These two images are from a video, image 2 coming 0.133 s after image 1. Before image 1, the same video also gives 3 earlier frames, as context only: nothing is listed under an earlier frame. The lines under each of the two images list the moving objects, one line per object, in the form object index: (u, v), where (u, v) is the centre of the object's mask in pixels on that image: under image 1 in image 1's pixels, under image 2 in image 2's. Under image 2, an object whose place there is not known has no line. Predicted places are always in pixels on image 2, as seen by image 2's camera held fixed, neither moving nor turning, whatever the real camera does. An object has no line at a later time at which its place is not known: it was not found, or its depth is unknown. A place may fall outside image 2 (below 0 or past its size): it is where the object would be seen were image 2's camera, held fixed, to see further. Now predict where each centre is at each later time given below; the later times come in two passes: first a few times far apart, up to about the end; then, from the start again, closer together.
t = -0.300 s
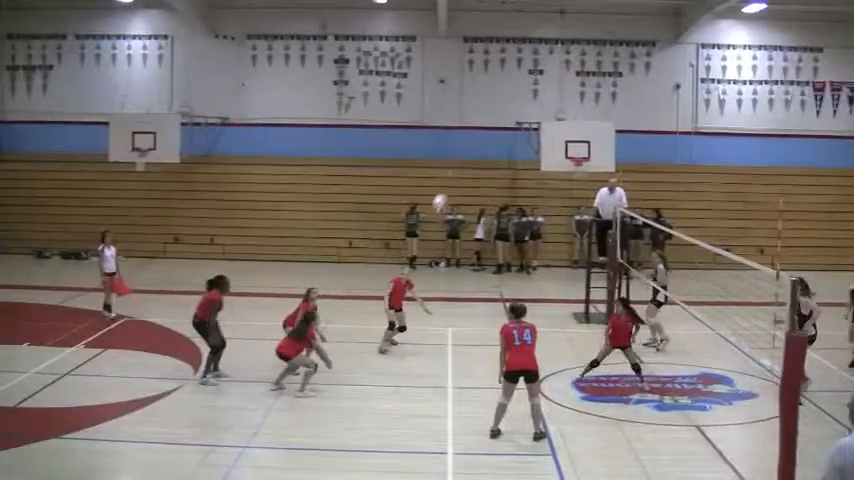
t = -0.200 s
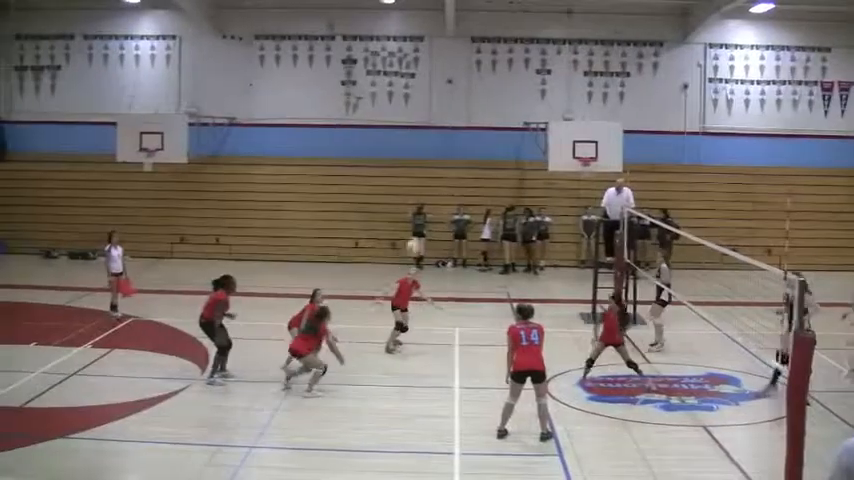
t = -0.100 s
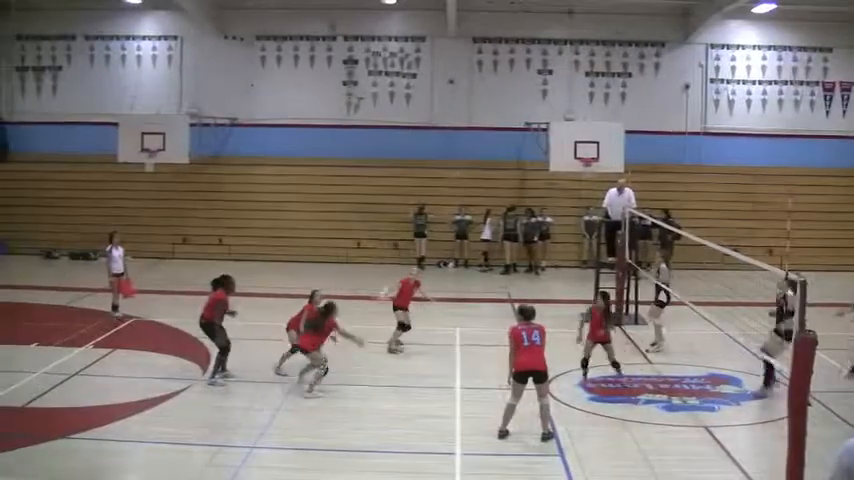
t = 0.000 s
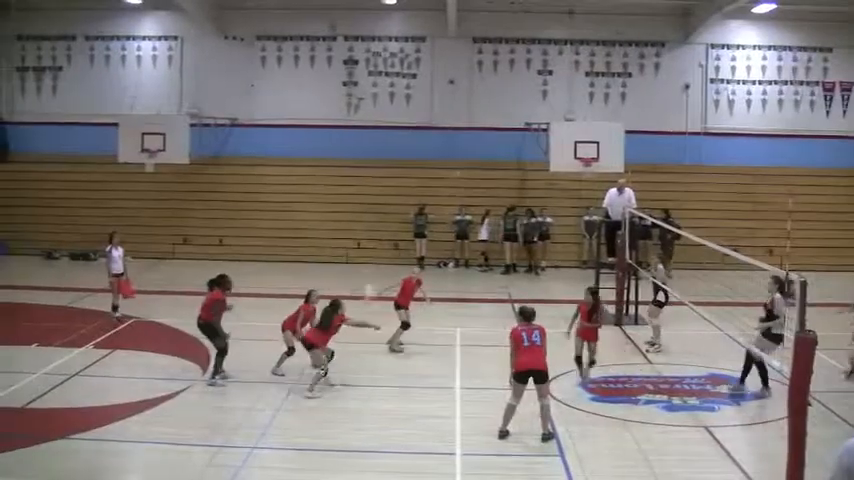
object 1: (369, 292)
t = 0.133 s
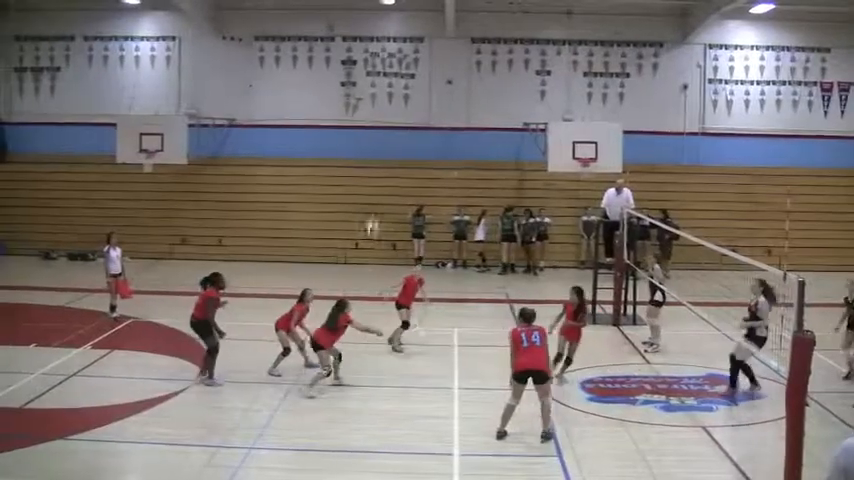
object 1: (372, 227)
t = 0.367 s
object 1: (378, 147)
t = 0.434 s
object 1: (378, 129)
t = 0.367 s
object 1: (378, 147)
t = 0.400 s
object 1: (379, 136)
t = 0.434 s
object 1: (378, 129)
